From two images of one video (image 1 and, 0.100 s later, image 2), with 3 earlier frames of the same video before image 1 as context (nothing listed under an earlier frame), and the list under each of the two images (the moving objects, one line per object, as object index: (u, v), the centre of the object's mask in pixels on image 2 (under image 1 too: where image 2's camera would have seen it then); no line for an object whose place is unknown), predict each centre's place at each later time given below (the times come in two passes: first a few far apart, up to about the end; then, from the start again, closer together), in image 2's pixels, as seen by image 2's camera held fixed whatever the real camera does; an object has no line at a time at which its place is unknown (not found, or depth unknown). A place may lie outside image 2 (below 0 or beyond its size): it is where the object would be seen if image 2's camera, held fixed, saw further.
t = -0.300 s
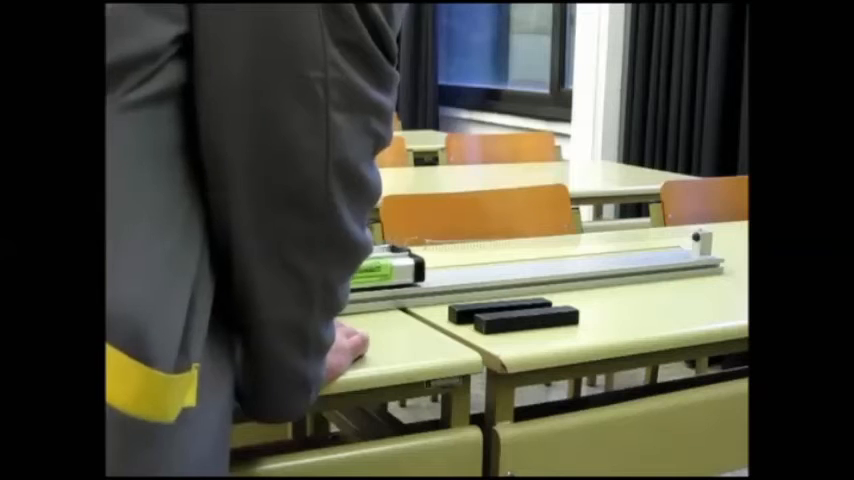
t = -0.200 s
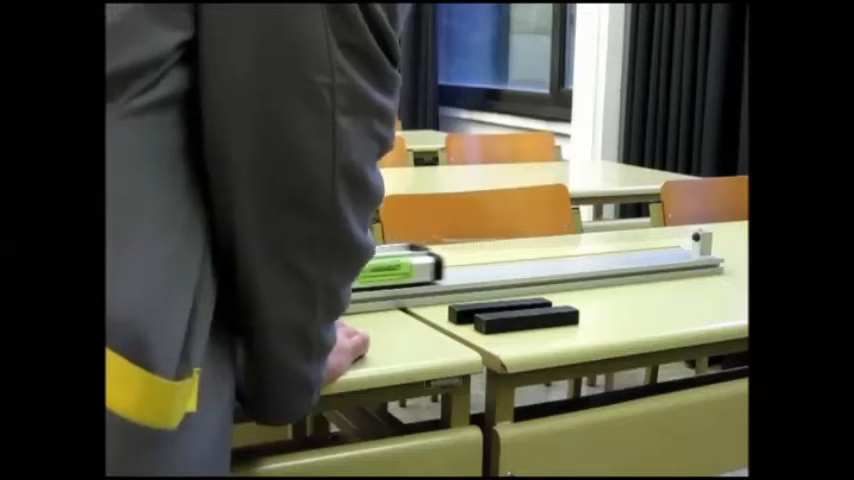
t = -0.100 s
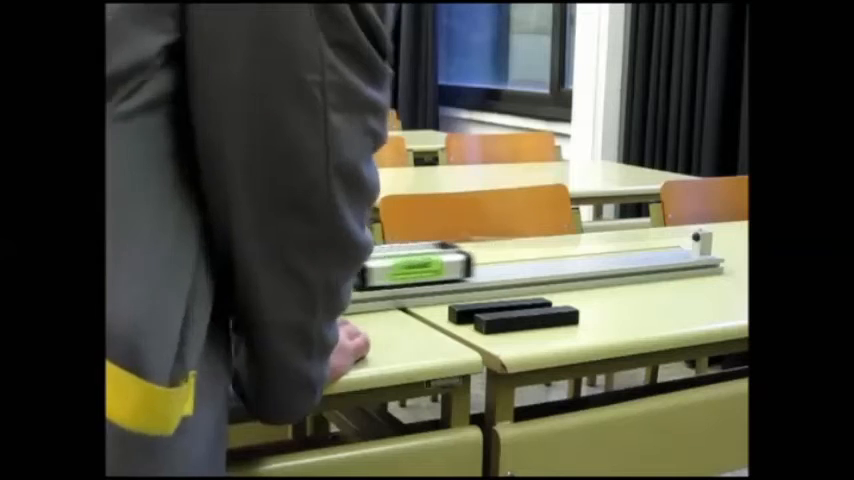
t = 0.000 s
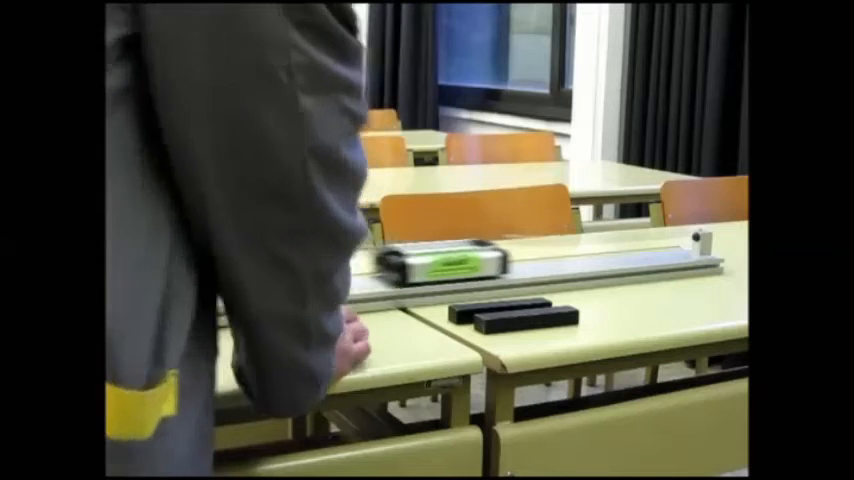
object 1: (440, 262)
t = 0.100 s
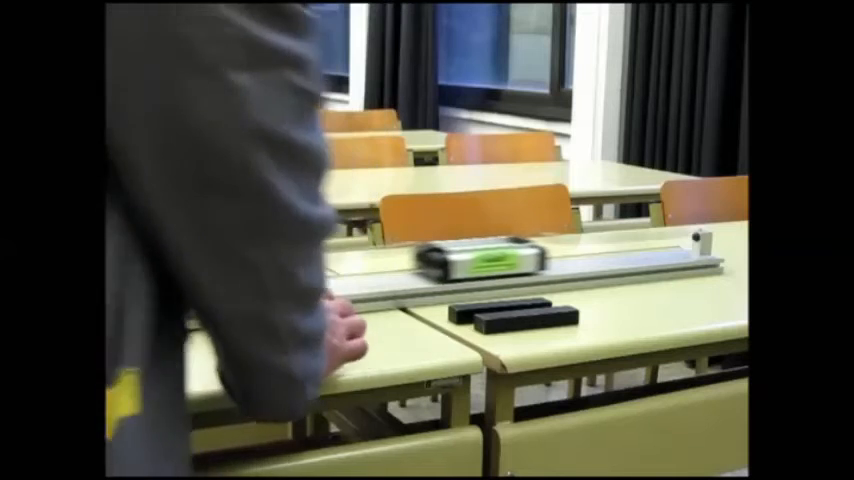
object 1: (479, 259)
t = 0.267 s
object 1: (535, 254)
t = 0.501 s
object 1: (567, 251)
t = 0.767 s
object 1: (528, 255)
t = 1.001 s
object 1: (447, 262)
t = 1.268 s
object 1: (365, 268)
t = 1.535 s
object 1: (369, 267)
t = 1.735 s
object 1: (428, 263)
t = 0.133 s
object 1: (492, 257)
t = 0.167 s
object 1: (504, 256)
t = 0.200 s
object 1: (515, 255)
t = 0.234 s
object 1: (525, 255)
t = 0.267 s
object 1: (535, 254)
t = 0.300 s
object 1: (543, 253)
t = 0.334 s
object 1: (550, 253)
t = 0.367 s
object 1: (556, 252)
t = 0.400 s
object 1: (561, 252)
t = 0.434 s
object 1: (564, 252)
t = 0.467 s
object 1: (567, 251)
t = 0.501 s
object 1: (567, 251)
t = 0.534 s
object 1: (567, 251)
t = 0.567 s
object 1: (565, 251)
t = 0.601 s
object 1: (562, 252)
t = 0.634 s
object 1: (557, 252)
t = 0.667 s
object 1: (552, 253)
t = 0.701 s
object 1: (545, 253)
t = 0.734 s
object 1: (537, 254)
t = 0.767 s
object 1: (528, 255)
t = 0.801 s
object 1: (518, 255)
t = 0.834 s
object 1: (508, 256)
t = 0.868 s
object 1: (496, 257)
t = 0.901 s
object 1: (485, 258)
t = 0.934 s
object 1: (472, 259)
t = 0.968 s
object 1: (460, 260)
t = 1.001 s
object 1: (447, 262)
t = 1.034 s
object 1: (435, 263)
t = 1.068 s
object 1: (422, 264)
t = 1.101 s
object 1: (410, 265)
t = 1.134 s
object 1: (399, 266)
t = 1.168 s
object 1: (389, 266)
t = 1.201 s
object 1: (380, 267)
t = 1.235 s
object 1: (373, 267)
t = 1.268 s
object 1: (365, 268)
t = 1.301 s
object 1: (361, 268)
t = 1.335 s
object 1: (357, 268)
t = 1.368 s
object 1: (355, 269)
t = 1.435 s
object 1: (357, 269)
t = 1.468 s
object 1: (360, 268)
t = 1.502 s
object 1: (363, 268)
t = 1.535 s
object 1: (369, 267)
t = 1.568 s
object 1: (377, 267)
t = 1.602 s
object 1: (385, 266)
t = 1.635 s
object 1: (395, 266)
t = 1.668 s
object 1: (405, 264)
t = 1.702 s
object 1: (417, 264)
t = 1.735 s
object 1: (428, 263)
